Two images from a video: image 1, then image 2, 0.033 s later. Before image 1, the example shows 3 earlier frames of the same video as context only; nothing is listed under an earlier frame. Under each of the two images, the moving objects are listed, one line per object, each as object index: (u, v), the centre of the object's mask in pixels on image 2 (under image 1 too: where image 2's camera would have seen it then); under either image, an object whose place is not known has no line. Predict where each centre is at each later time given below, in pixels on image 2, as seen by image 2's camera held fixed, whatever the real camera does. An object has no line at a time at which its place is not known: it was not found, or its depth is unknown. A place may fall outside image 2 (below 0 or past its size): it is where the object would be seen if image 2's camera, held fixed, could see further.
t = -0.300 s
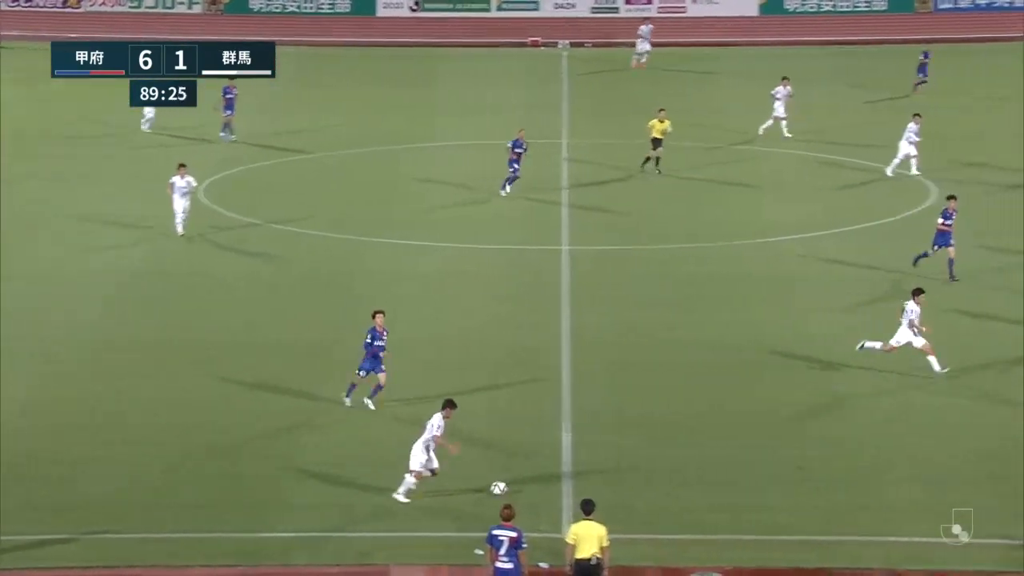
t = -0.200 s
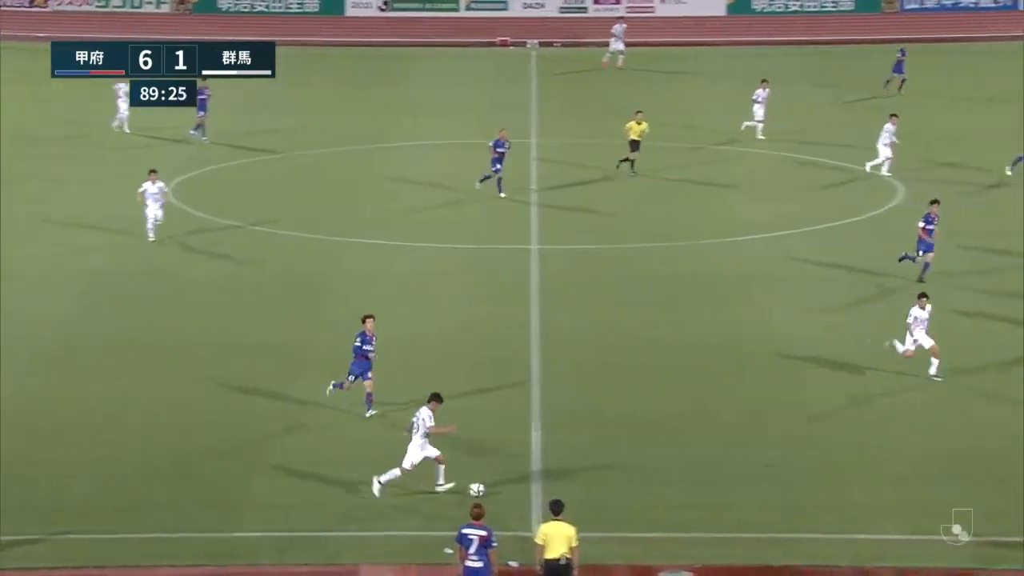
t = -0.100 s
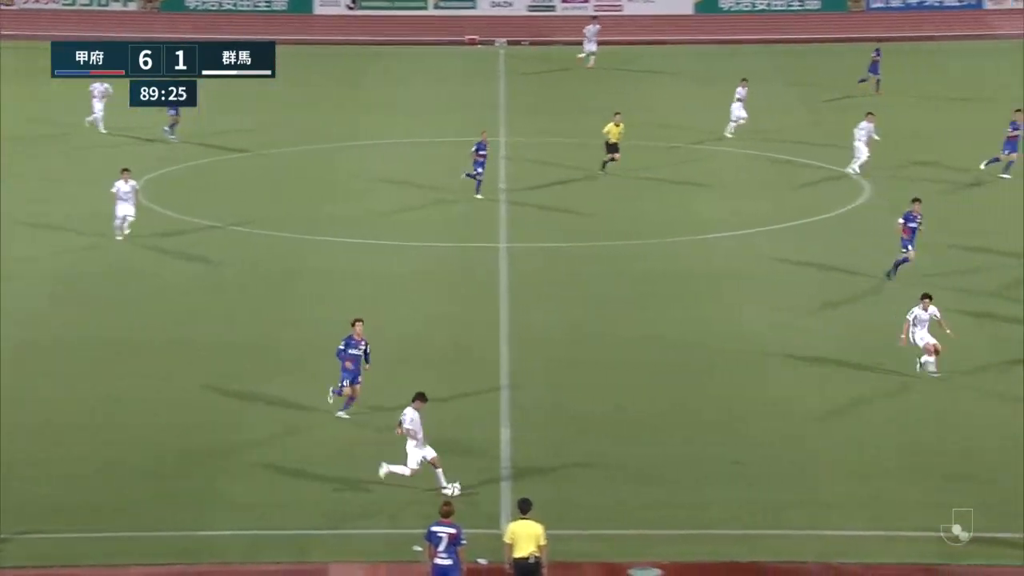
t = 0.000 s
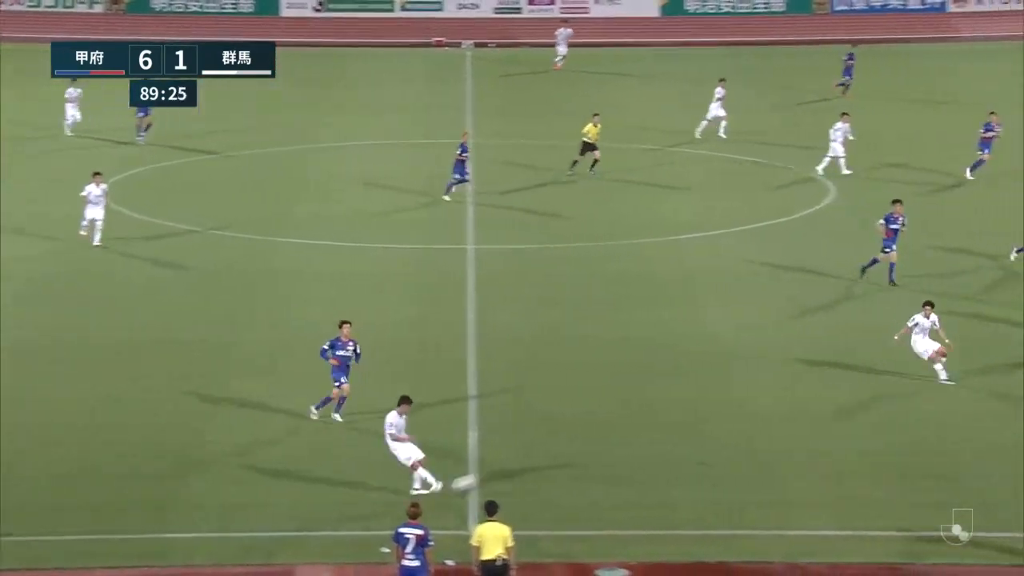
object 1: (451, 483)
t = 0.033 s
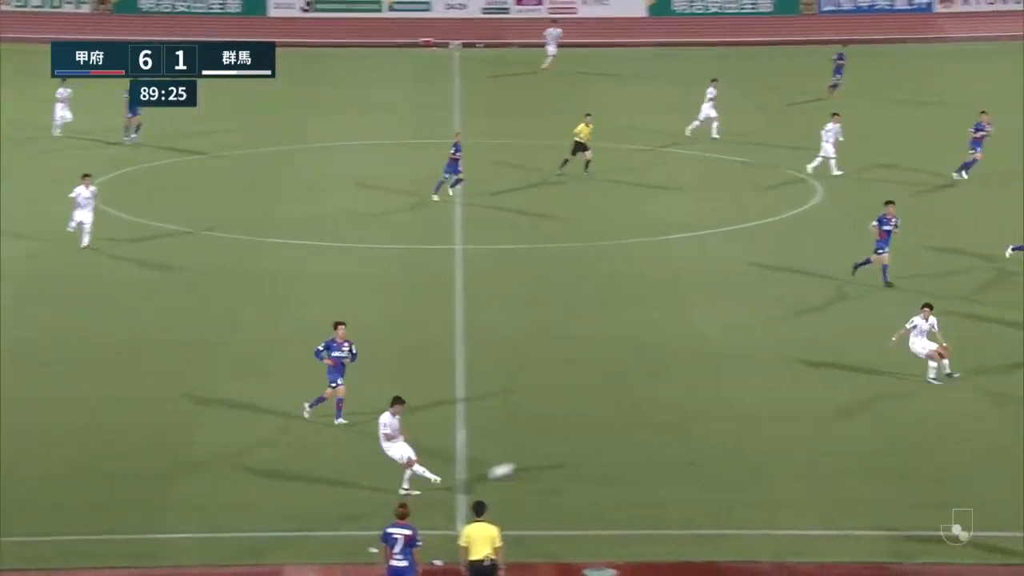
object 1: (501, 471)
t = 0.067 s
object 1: (549, 460)
